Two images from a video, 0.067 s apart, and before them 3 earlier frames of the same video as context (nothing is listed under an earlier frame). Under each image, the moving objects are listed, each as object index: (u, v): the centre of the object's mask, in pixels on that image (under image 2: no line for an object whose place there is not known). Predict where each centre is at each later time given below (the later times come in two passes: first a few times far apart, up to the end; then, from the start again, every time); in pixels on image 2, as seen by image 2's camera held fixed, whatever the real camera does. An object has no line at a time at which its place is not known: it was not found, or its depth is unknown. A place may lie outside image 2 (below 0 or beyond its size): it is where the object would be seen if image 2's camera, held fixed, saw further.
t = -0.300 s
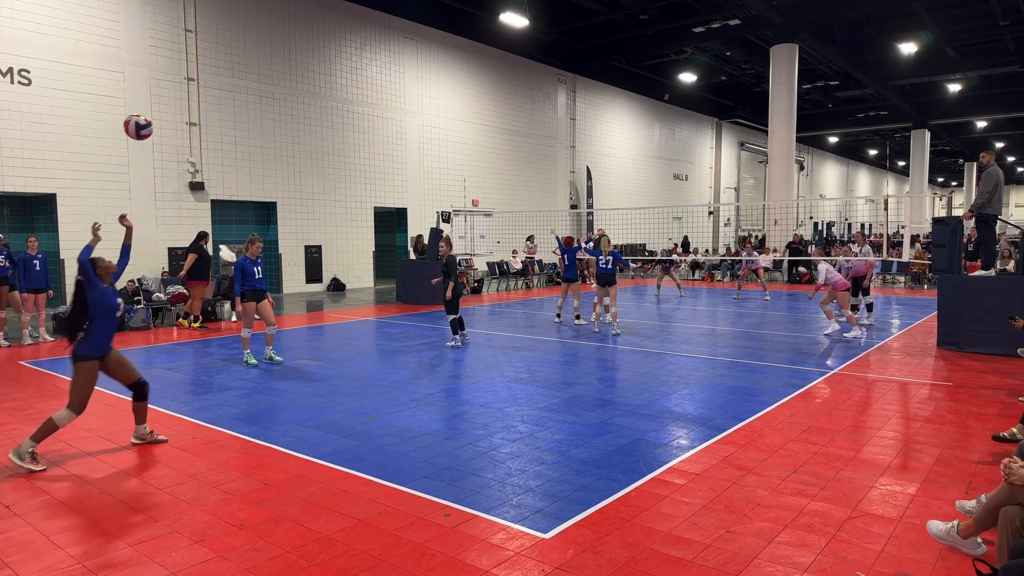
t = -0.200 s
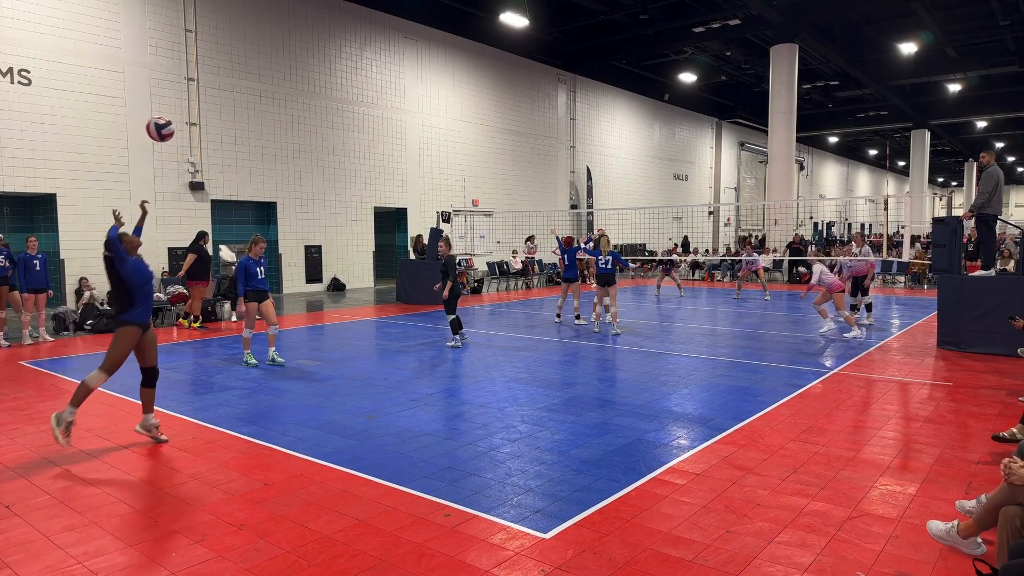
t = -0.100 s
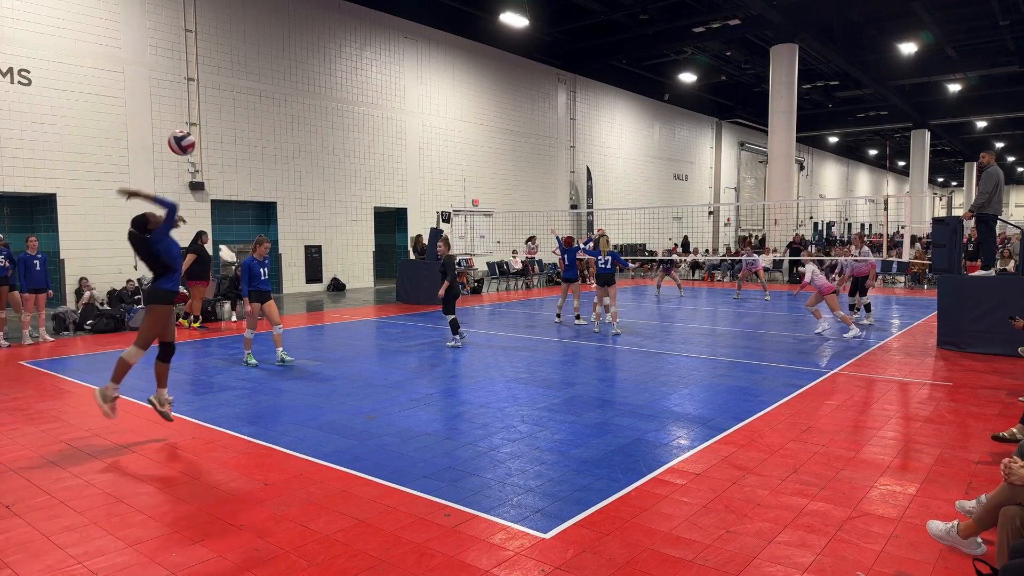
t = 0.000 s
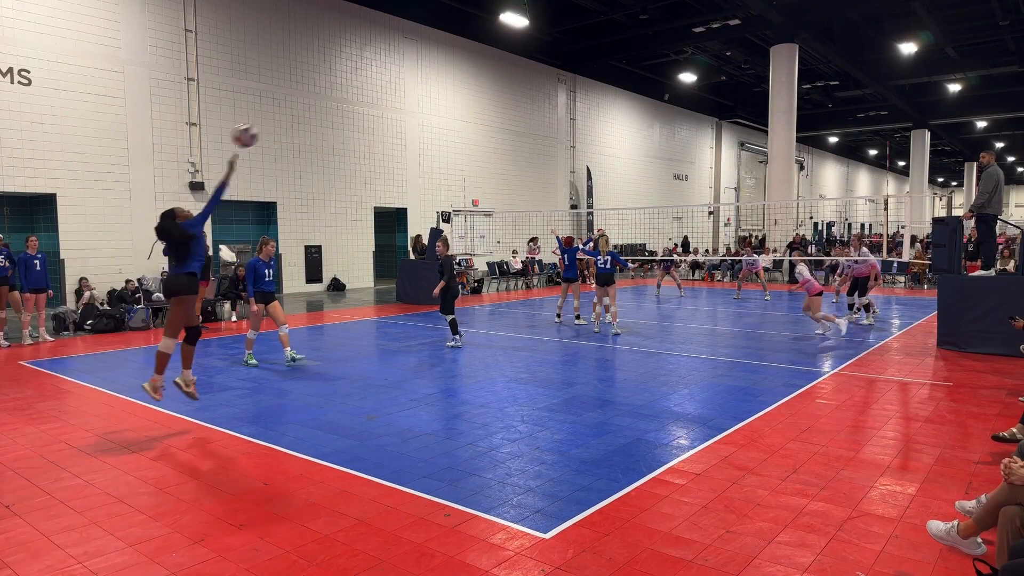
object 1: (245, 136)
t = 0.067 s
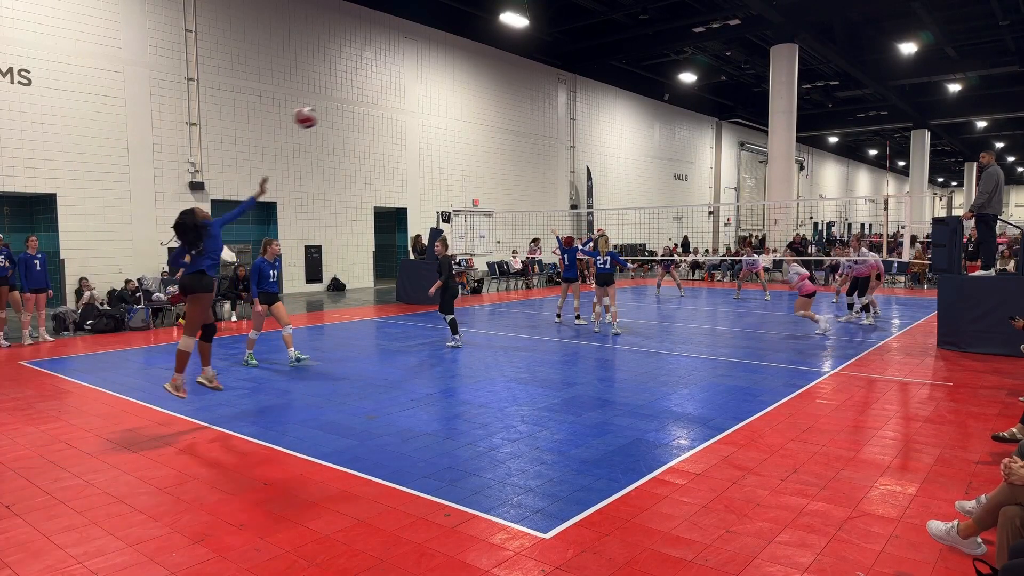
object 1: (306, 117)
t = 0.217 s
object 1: (412, 102)
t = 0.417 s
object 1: (508, 113)
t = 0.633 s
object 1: (577, 143)
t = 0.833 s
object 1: (623, 185)
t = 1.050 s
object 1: (650, 214)
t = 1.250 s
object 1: (663, 240)
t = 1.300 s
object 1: (665, 249)
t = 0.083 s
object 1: (319, 114)
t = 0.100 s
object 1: (332, 111)
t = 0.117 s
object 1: (345, 109)
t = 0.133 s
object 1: (357, 107)
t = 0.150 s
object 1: (369, 105)
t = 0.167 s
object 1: (381, 104)
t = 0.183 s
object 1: (392, 103)
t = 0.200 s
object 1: (402, 102)
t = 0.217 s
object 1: (412, 102)
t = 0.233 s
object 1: (421, 102)
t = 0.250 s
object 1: (431, 102)
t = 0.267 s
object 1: (440, 102)
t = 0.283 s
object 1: (448, 103)
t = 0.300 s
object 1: (456, 104)
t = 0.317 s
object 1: (465, 105)
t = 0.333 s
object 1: (472, 106)
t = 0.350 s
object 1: (480, 107)
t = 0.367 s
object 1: (487, 108)
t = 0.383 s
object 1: (494, 109)
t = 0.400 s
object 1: (501, 111)
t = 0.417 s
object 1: (508, 113)
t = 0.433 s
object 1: (514, 115)
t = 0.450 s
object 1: (520, 117)
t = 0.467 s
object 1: (526, 119)
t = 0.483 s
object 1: (532, 121)
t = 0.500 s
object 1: (537, 123)
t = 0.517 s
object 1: (543, 125)
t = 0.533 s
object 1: (548, 128)
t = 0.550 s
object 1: (553, 130)
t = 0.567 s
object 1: (558, 133)
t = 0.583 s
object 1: (563, 135)
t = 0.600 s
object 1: (568, 138)
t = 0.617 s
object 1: (573, 141)
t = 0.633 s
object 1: (577, 143)
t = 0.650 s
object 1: (581, 147)
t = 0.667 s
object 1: (586, 150)
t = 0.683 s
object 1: (590, 153)
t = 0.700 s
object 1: (594, 156)
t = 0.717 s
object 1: (598, 159)
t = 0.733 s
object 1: (602, 163)
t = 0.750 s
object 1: (606, 166)
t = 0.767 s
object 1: (609, 170)
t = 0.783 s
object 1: (613, 173)
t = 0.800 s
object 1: (616, 177)
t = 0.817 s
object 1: (620, 181)
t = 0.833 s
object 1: (623, 185)
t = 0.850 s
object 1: (627, 189)
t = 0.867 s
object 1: (631, 193)
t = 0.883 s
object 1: (634, 197)
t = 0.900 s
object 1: (637, 201)
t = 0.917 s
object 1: (640, 204)
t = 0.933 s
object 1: (642, 207)
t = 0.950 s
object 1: (643, 207)
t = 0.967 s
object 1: (644, 208)
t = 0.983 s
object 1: (645, 208)
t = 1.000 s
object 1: (647, 210)
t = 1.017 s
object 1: (647, 212)
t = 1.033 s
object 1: (649, 213)
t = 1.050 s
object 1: (650, 214)
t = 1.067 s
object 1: (651, 215)
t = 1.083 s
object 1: (652, 217)
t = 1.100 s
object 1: (654, 219)
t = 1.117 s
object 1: (655, 221)
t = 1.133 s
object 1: (656, 223)
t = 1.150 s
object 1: (657, 225)
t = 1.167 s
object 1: (658, 227)
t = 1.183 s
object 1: (659, 230)
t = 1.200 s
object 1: (660, 233)
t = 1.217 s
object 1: (661, 235)
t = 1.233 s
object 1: (661, 237)
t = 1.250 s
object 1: (663, 240)
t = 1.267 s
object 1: (664, 243)
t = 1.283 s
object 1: (664, 246)
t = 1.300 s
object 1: (665, 249)
